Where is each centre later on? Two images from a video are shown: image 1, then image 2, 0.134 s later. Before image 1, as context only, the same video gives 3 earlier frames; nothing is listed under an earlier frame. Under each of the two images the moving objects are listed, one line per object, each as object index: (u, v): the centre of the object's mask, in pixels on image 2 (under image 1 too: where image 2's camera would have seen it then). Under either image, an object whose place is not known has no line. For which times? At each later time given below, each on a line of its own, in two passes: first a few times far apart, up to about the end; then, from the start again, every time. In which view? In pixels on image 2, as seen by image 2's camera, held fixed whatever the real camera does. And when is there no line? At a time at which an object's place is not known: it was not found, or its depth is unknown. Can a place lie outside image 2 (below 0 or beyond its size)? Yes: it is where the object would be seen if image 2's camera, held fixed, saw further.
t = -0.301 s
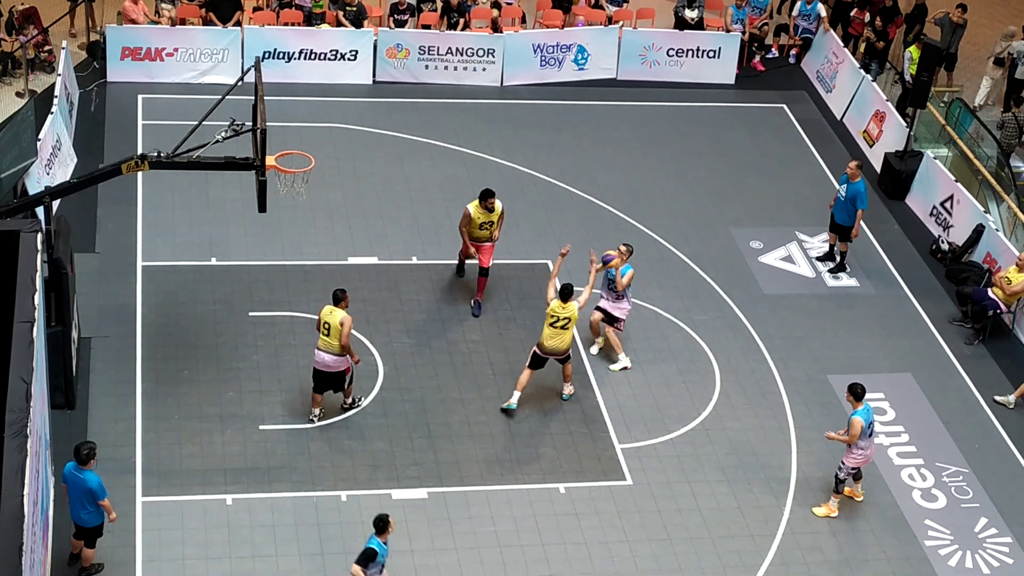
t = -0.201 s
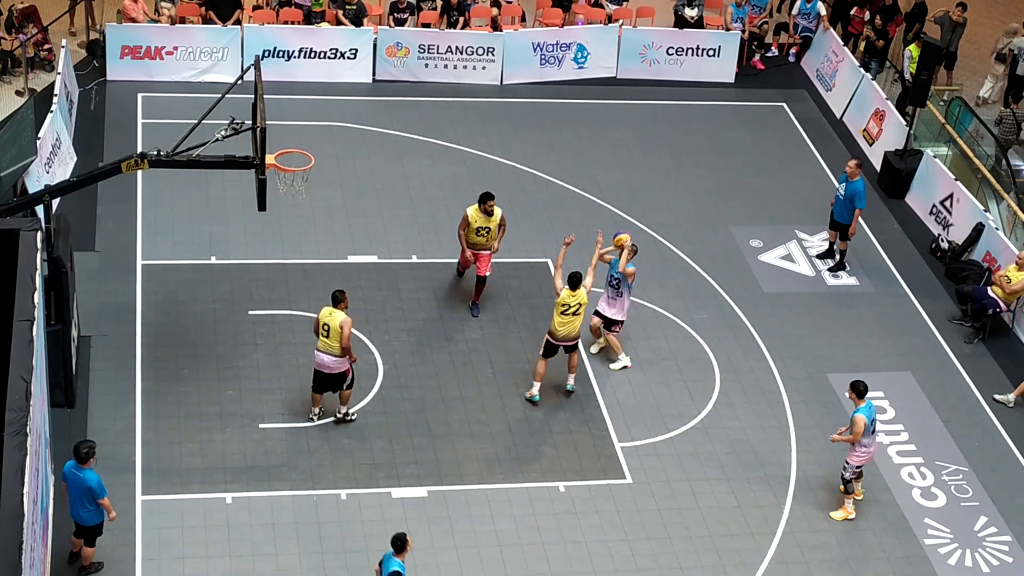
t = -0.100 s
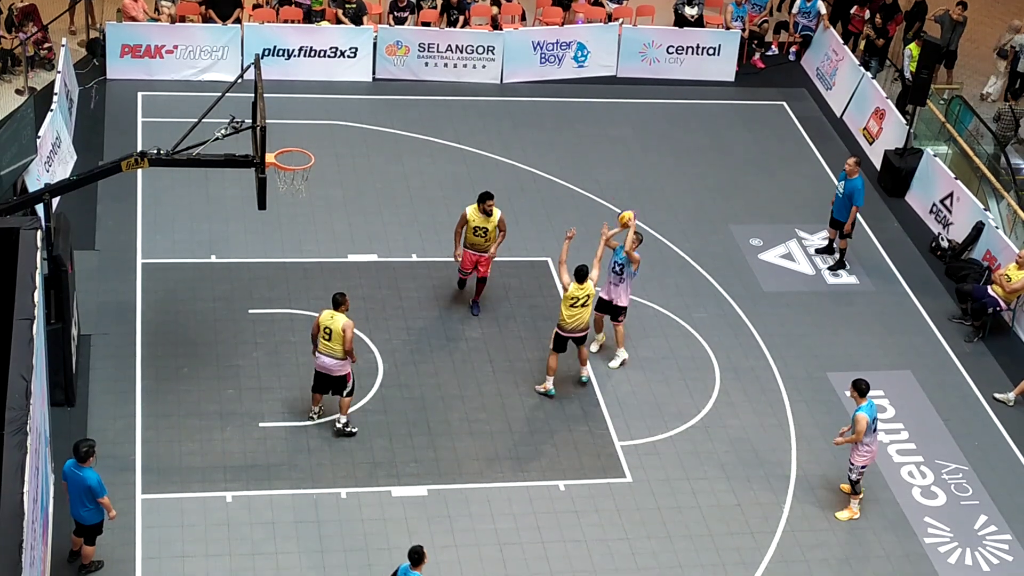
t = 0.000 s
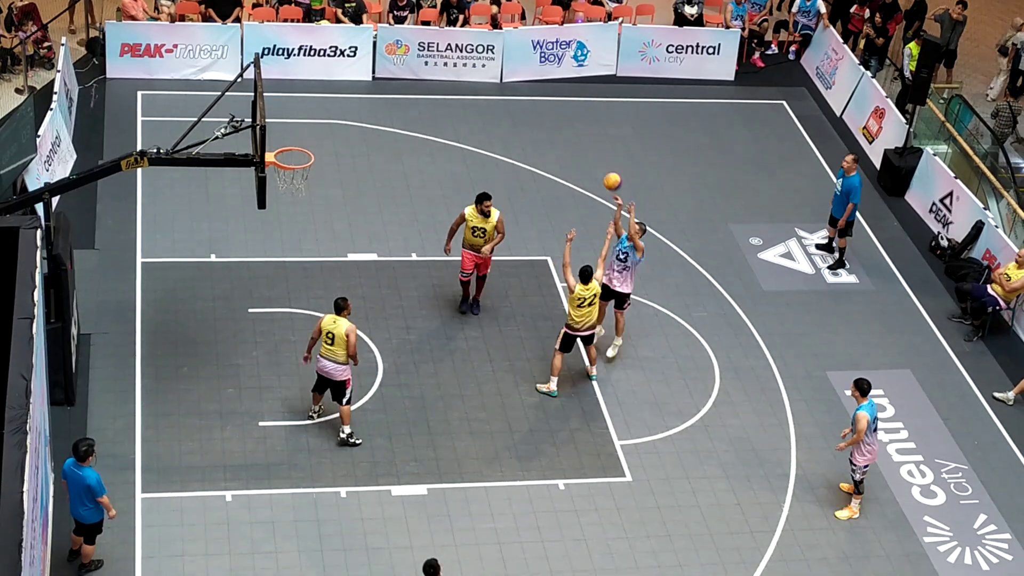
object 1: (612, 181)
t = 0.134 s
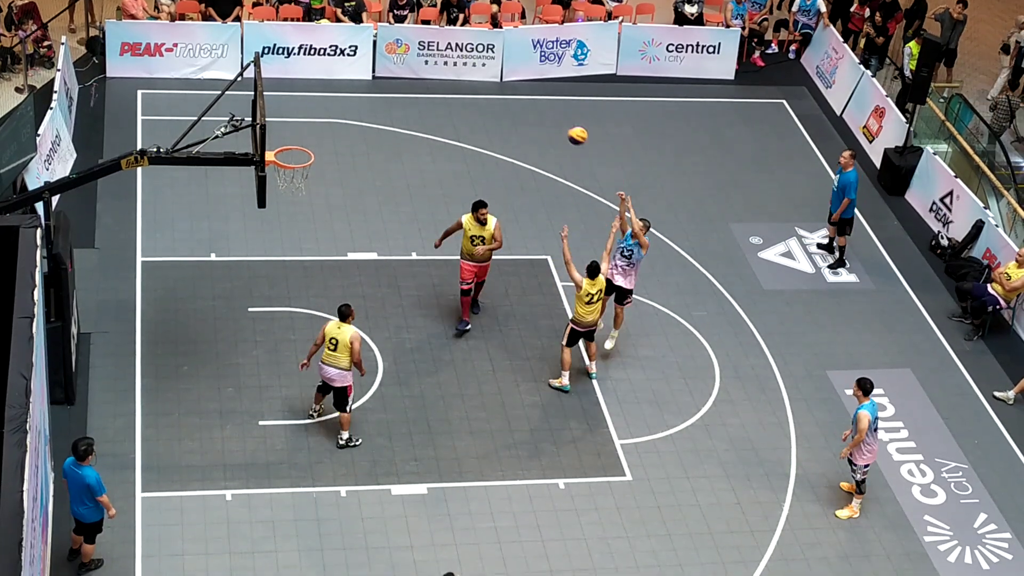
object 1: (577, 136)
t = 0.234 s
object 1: (548, 109)
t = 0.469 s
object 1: (477, 72)
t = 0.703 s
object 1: (399, 77)
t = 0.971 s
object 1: (307, 130)
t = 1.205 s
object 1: (295, 181)
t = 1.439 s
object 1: (277, 242)
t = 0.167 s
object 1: (568, 126)
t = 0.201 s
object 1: (558, 117)
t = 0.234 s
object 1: (548, 109)
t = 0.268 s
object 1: (539, 101)
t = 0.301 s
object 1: (529, 94)
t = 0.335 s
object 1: (519, 88)
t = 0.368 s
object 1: (509, 83)
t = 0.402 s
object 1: (498, 79)
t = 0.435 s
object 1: (488, 75)
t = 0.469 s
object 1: (477, 72)
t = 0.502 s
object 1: (466, 70)
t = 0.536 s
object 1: (455, 70)
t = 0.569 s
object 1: (444, 70)
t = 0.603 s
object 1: (432, 70)
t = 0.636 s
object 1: (421, 71)
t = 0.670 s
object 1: (410, 74)
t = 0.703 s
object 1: (399, 77)
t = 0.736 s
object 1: (388, 80)
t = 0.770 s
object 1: (376, 85)
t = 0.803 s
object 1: (365, 91)
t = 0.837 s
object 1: (353, 97)
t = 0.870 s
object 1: (342, 104)
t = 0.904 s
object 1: (330, 111)
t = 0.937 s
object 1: (319, 120)
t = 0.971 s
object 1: (307, 130)
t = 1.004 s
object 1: (296, 139)
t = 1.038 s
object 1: (284, 151)
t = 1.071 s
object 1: (291, 157)
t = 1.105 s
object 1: (303, 164)
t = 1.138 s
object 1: (302, 169)
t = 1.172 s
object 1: (299, 176)
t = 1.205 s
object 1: (295, 181)
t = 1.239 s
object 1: (293, 188)
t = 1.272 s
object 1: (290, 195)
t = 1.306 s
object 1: (288, 204)
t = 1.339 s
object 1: (285, 212)
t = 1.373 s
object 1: (282, 222)
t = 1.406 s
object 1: (279, 231)
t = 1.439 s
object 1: (277, 242)
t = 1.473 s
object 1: (274, 252)
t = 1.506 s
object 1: (271, 265)
